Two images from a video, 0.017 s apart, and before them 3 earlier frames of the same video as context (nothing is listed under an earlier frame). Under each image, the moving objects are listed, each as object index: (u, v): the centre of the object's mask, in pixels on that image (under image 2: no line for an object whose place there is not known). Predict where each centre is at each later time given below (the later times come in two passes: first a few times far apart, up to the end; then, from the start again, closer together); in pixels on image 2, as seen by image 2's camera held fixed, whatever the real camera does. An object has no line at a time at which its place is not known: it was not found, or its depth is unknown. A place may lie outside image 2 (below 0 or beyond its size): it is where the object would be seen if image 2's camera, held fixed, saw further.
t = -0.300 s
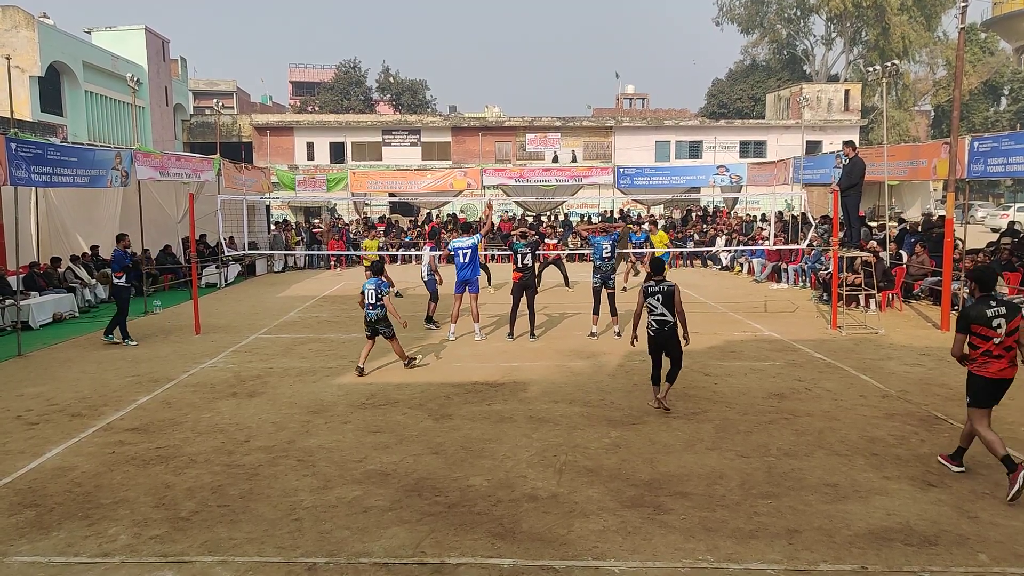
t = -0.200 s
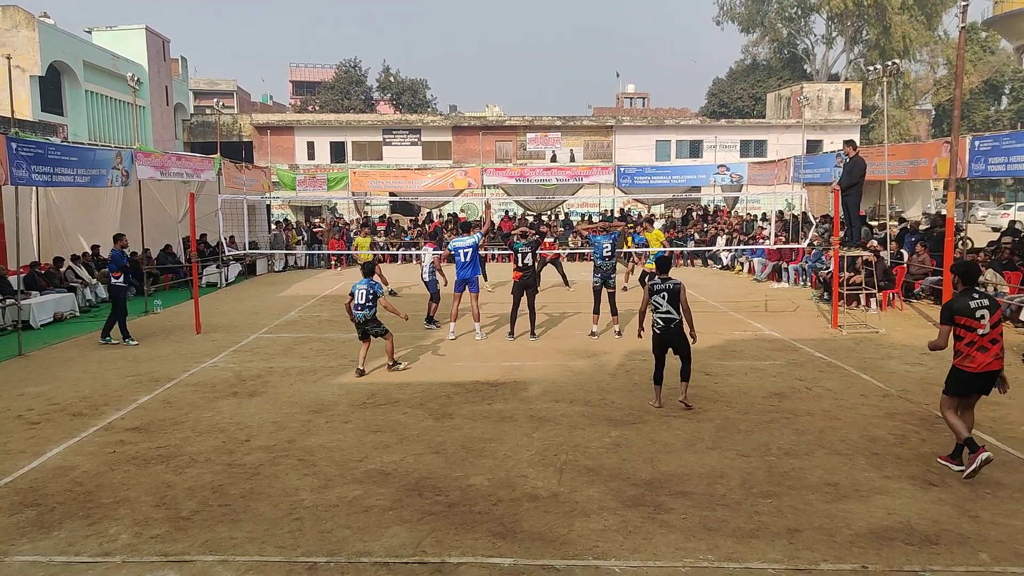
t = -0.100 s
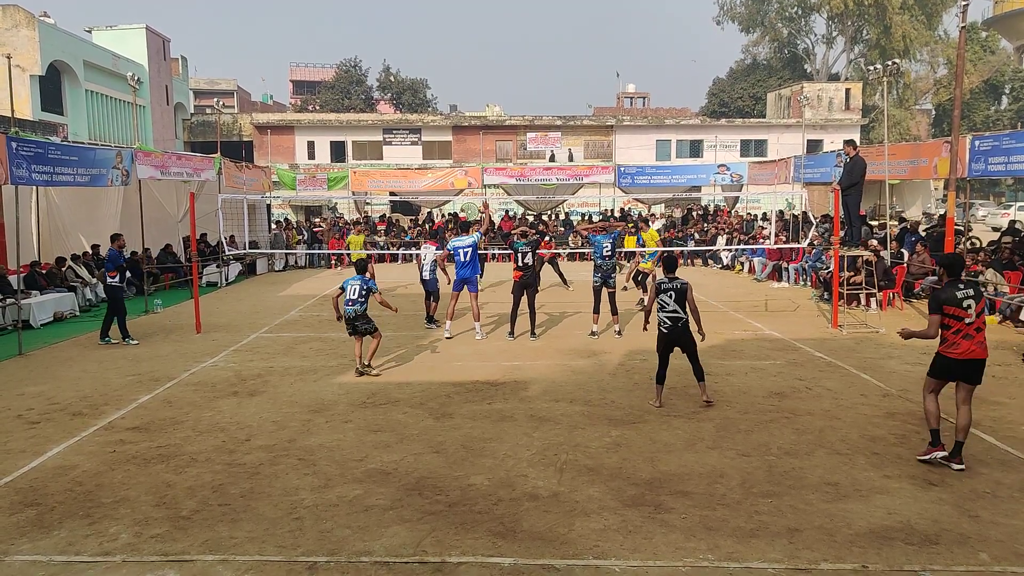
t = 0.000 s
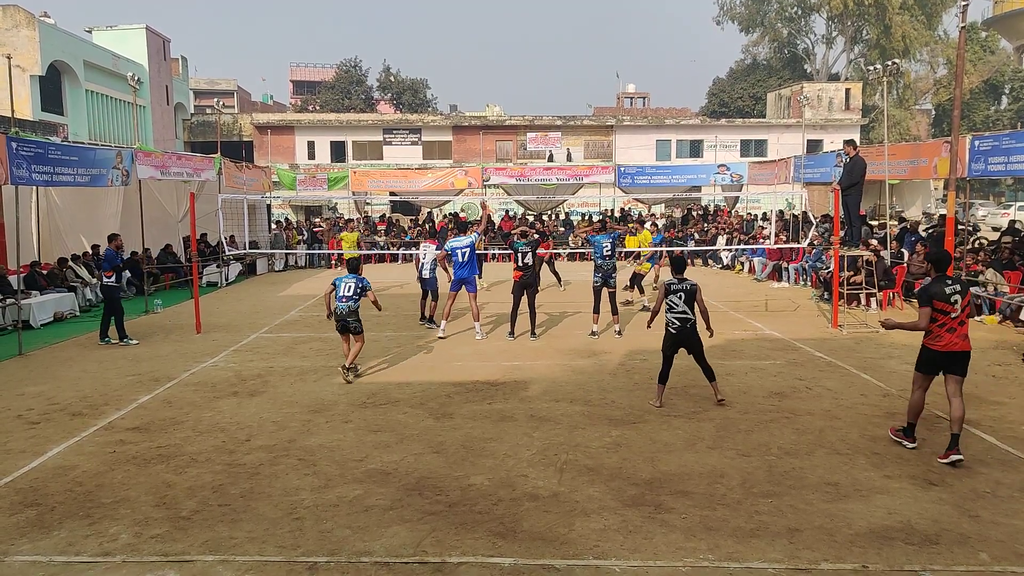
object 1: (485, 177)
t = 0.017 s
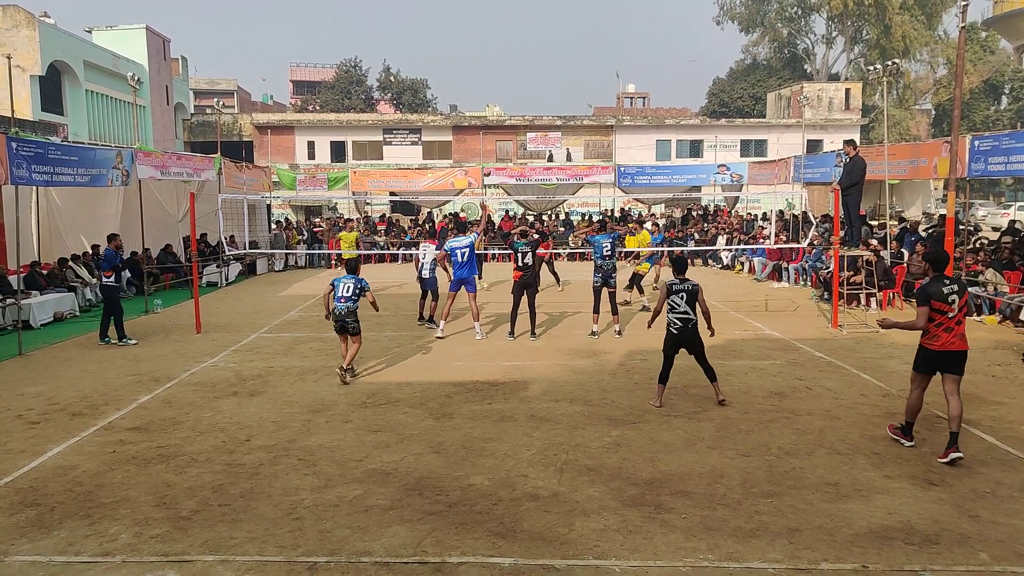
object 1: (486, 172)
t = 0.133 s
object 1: (491, 139)
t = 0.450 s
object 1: (504, 73)
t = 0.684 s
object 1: (514, 49)
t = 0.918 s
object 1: (525, 50)
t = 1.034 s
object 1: (531, 60)
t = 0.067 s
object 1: (489, 158)
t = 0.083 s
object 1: (489, 153)
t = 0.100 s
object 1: (489, 148)
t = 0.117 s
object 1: (490, 144)
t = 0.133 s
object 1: (491, 139)
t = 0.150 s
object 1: (491, 135)
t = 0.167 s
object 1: (491, 130)
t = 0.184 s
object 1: (492, 126)
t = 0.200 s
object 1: (493, 121)
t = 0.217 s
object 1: (494, 118)
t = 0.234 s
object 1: (495, 114)
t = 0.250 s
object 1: (496, 111)
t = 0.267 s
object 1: (497, 107)
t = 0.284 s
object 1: (497, 103)
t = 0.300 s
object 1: (498, 100)
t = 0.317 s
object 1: (498, 96)
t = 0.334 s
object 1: (499, 93)
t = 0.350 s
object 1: (499, 89)
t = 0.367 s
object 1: (500, 86)
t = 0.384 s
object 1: (501, 83)
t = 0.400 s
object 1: (502, 81)
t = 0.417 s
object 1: (502, 78)
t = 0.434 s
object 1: (503, 75)
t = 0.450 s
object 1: (504, 73)
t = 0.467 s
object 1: (504, 70)
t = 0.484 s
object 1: (505, 68)
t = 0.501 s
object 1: (506, 65)
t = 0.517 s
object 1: (506, 63)
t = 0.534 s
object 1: (507, 61)
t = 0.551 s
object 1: (508, 59)
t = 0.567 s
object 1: (509, 57)
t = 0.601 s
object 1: (510, 54)
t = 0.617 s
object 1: (511, 53)
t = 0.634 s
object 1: (512, 52)
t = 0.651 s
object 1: (512, 51)
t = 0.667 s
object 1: (513, 50)
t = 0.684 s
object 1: (514, 49)
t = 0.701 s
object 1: (514, 48)
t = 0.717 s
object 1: (515, 47)
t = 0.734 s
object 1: (516, 46)
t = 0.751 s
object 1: (517, 46)
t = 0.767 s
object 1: (518, 46)
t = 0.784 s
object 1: (518, 46)
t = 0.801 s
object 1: (519, 46)
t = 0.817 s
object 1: (520, 46)
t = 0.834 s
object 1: (521, 47)
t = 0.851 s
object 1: (522, 47)
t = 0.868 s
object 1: (522, 48)
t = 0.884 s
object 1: (524, 48)
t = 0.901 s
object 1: (524, 49)
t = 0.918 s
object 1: (525, 50)
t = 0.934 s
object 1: (526, 51)
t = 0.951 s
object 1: (527, 52)
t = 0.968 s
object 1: (528, 53)
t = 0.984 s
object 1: (528, 55)
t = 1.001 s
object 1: (529, 56)
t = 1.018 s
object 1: (530, 58)
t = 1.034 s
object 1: (531, 60)
